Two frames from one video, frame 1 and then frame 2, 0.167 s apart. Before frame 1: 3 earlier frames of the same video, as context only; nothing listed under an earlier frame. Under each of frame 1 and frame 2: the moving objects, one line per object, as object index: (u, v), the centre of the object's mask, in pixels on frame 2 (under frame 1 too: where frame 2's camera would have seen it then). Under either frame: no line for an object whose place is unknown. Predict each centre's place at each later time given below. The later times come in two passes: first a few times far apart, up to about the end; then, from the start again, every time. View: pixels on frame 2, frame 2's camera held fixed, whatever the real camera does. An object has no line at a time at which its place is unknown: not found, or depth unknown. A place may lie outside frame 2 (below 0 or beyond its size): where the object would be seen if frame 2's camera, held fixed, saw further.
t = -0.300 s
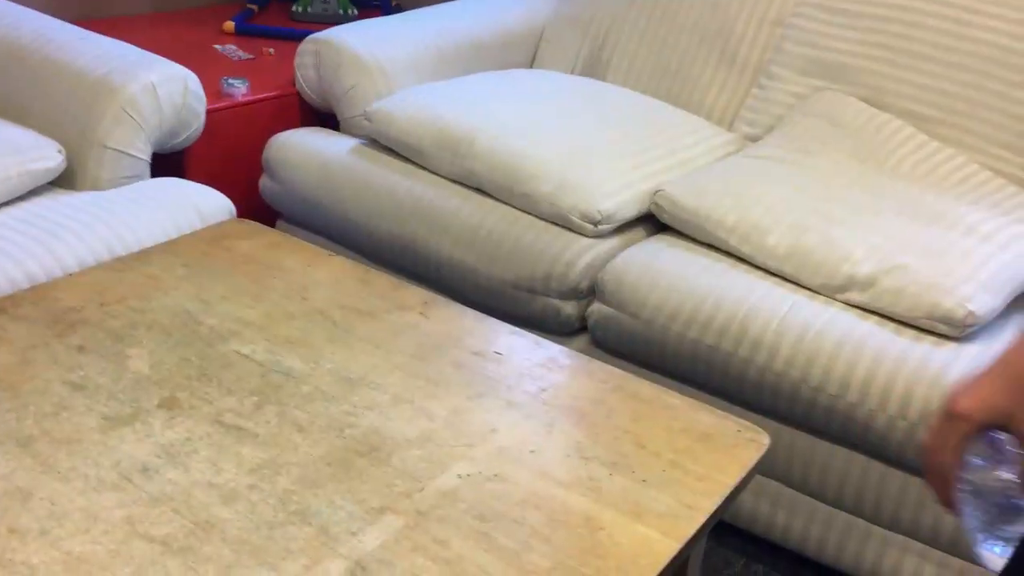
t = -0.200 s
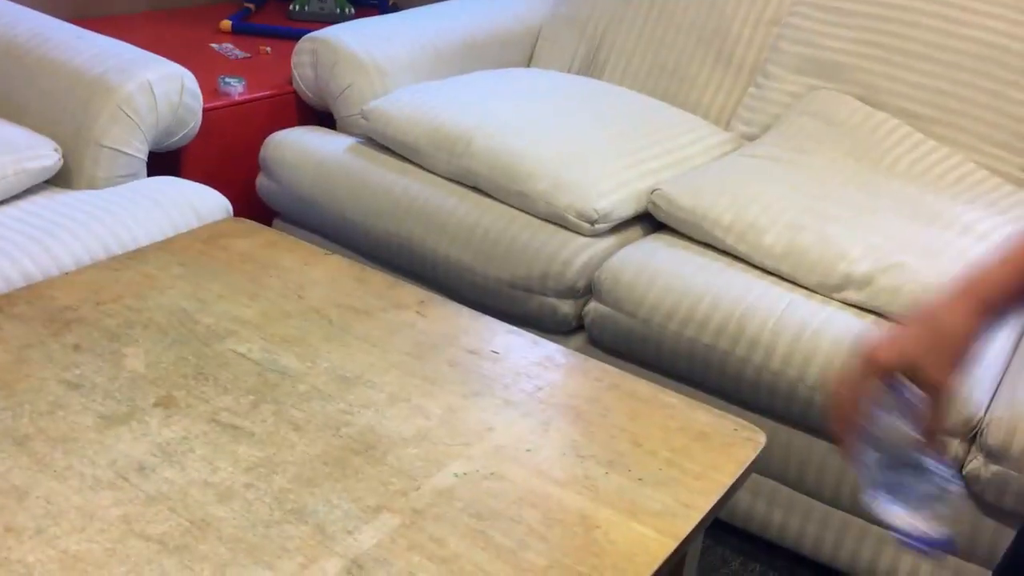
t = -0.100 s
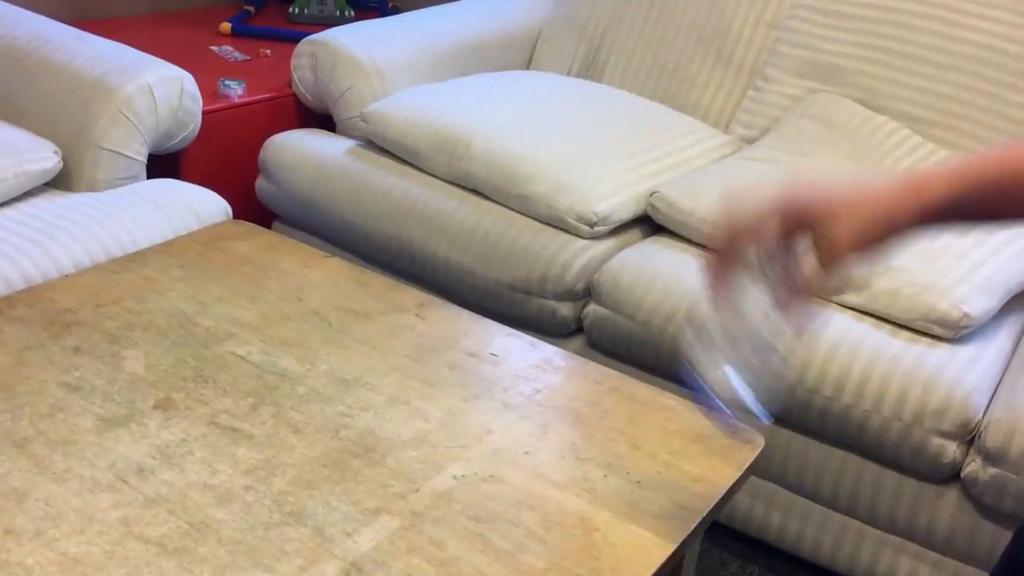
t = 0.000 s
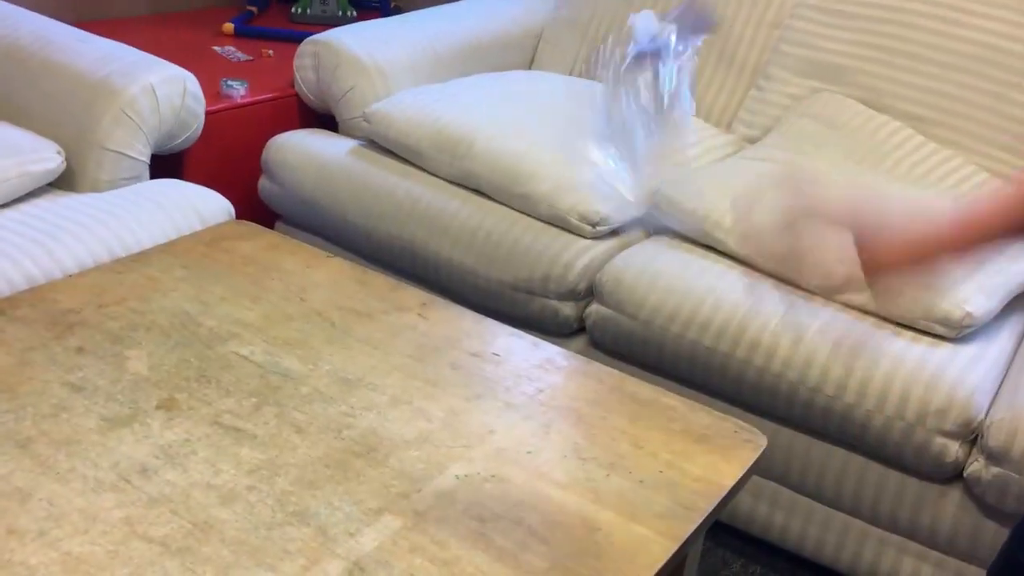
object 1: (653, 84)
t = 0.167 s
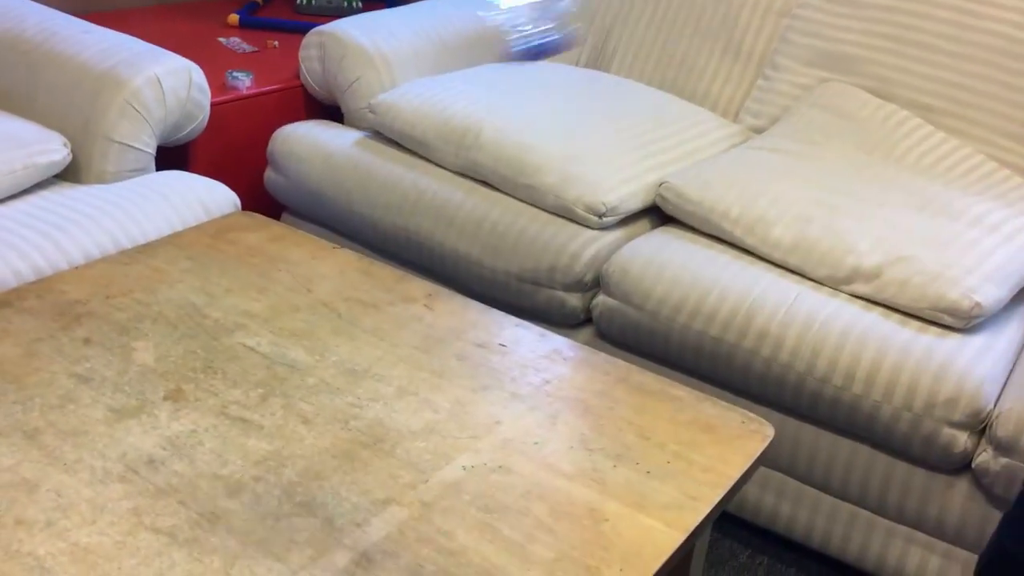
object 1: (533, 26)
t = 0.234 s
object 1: (432, 46)
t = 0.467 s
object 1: (287, 391)
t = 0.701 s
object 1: (217, 397)
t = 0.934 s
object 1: (217, 396)
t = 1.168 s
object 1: (216, 396)
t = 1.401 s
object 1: (216, 397)
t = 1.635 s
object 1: (217, 397)
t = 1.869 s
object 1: (217, 397)
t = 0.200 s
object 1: (473, 33)
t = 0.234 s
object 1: (432, 46)
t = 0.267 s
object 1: (415, 65)
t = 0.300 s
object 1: (385, 124)
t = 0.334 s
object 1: (359, 191)
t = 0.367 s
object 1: (333, 269)
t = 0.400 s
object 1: (312, 356)
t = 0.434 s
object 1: (298, 395)
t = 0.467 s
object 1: (287, 391)
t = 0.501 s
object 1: (271, 391)
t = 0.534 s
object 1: (255, 394)
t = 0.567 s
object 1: (238, 393)
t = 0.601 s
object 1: (223, 390)
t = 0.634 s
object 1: (217, 390)
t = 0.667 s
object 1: (217, 393)
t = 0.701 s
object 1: (217, 397)
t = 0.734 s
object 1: (216, 396)
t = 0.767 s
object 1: (217, 396)
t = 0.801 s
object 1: (217, 396)
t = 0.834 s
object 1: (217, 396)
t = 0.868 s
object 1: (217, 396)
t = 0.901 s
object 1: (216, 396)
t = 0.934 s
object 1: (217, 396)
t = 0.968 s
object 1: (217, 396)
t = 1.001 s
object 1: (216, 396)
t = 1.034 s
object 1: (216, 396)
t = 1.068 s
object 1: (216, 396)
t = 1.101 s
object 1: (217, 396)
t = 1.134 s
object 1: (216, 396)
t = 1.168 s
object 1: (216, 396)
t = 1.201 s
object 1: (216, 397)
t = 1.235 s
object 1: (217, 396)
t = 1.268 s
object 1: (217, 396)
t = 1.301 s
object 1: (216, 397)
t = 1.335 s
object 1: (216, 397)
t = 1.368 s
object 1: (216, 397)
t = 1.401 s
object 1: (216, 397)
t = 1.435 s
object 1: (216, 397)
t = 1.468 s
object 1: (216, 397)
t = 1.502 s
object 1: (216, 397)
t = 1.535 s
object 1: (216, 398)
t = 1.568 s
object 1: (217, 397)
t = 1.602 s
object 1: (216, 398)
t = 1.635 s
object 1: (217, 397)
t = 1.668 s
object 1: (217, 397)
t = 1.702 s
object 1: (216, 398)
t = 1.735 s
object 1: (216, 397)
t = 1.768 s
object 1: (217, 398)
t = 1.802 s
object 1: (217, 398)
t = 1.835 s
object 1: (217, 397)
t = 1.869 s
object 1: (217, 397)
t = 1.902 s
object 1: (216, 398)
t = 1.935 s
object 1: (216, 397)
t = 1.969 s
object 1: (215, 398)
